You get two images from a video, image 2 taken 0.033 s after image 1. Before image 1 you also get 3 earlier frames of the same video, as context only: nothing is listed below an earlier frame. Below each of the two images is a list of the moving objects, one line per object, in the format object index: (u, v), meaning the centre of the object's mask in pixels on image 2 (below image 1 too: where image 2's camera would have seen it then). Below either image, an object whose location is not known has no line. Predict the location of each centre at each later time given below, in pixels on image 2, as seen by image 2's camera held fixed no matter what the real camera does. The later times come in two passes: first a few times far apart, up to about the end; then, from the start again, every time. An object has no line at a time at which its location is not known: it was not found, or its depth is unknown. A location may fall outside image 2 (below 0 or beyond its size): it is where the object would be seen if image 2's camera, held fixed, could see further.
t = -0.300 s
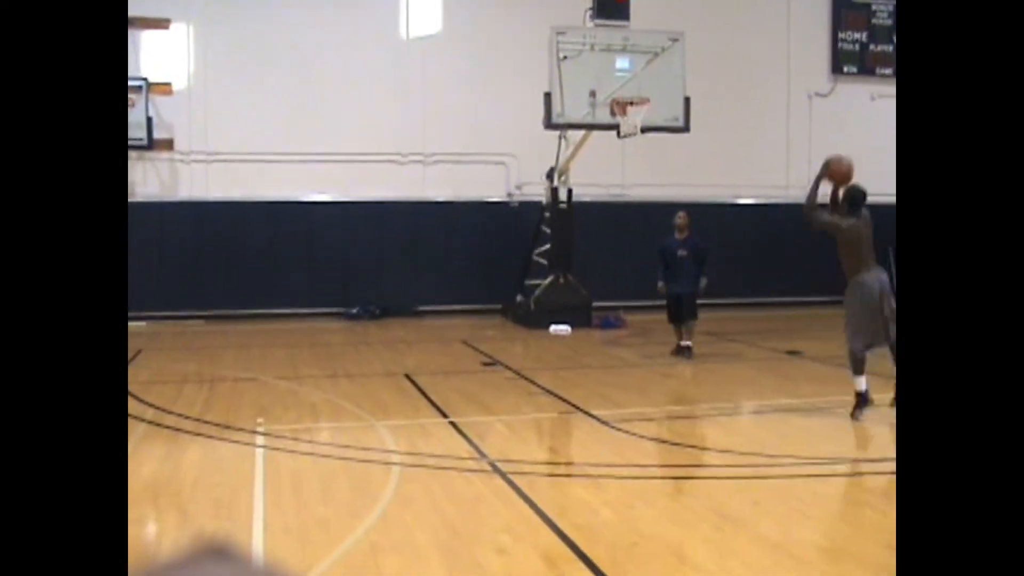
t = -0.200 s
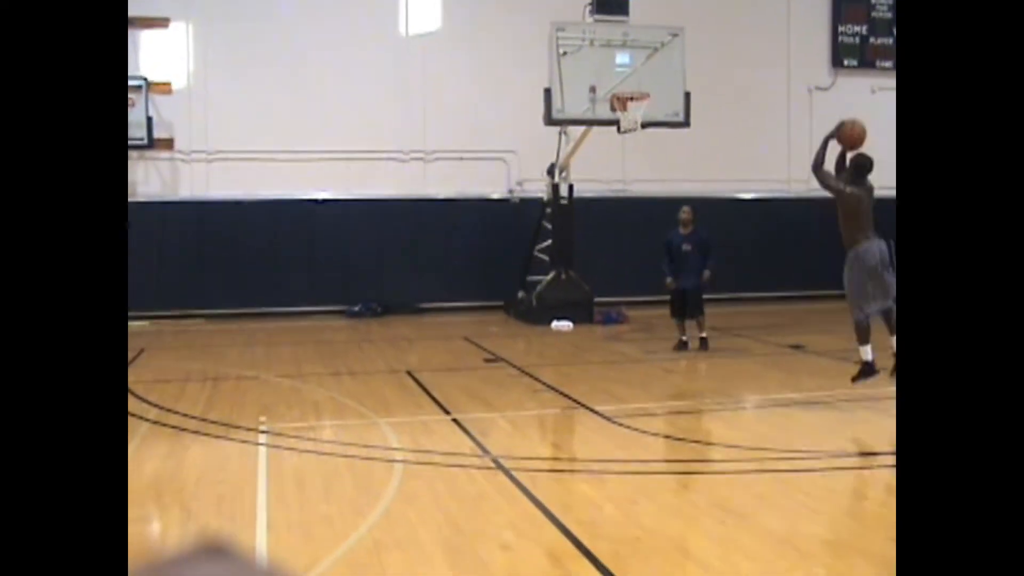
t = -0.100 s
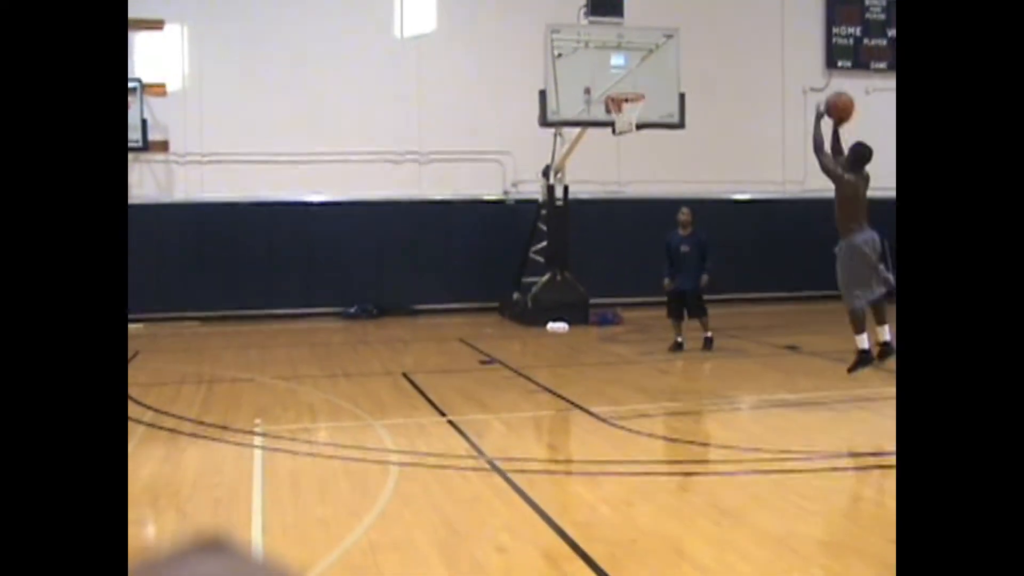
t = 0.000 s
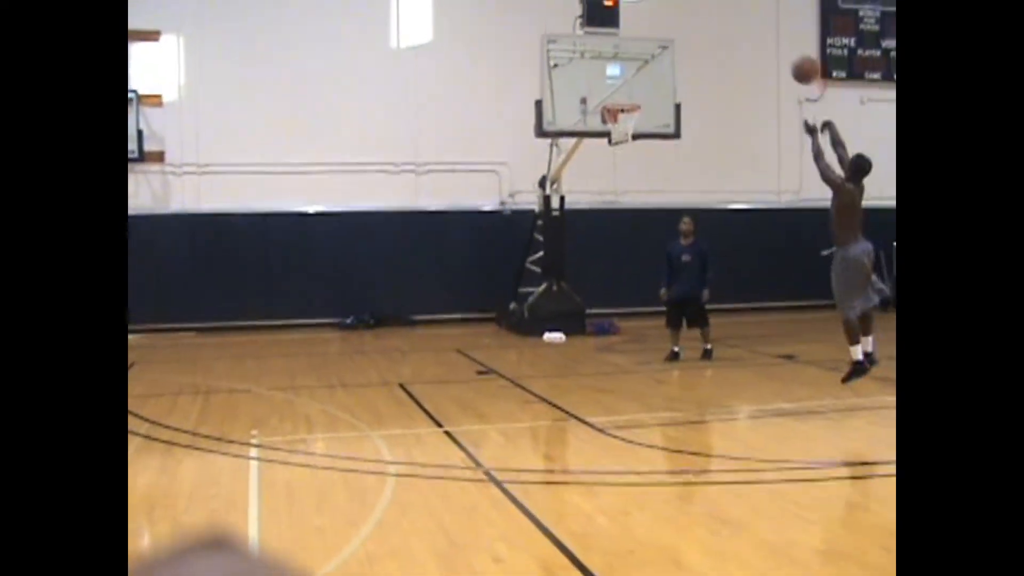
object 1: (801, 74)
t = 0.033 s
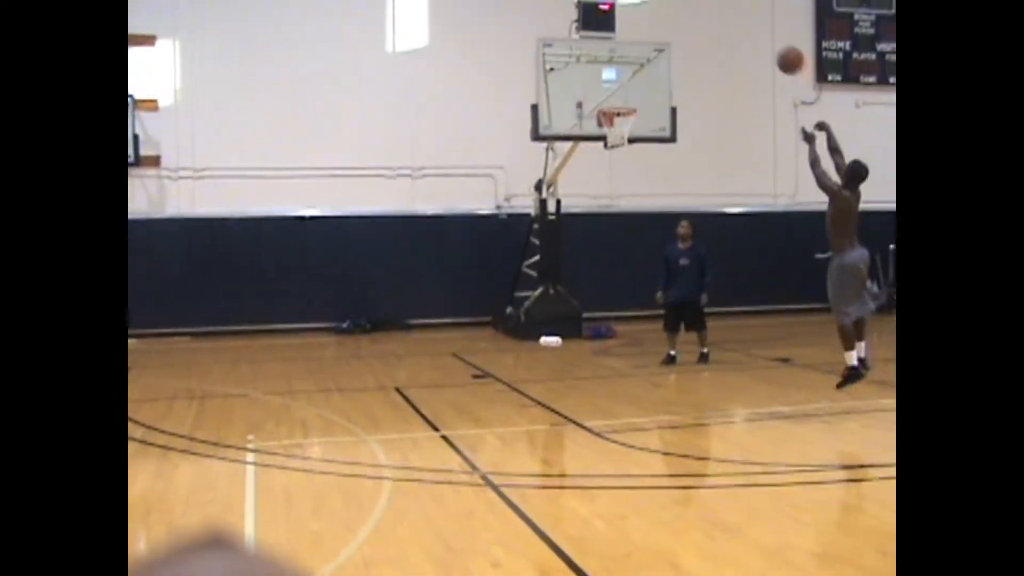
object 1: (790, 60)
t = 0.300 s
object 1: (718, 9)
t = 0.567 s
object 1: (665, 32)
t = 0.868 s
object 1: (620, 116)
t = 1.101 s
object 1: (590, 170)
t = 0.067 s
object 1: (779, 49)
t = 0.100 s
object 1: (770, 39)
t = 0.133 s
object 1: (760, 30)
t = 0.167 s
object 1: (751, 23)
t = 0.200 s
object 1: (742, 18)
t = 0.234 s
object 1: (734, 14)
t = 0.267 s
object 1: (726, 11)
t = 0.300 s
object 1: (718, 9)
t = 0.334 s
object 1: (710, 9)
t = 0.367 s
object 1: (703, 9)
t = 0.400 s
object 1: (696, 11)
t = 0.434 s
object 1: (689, 13)
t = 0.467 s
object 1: (683, 17)
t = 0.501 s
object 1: (677, 21)
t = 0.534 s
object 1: (671, 26)
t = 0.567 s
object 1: (665, 32)
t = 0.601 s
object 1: (659, 39)
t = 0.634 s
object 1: (653, 46)
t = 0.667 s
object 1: (648, 55)
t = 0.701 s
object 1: (643, 64)
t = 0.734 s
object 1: (638, 73)
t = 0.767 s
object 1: (633, 84)
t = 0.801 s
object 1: (628, 94)
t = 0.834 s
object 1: (624, 107)
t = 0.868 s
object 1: (620, 116)
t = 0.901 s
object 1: (617, 126)
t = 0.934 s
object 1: (611, 134)
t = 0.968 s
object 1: (605, 139)
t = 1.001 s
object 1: (601, 146)
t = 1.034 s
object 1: (597, 153)
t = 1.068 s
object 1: (594, 161)
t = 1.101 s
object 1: (590, 170)
